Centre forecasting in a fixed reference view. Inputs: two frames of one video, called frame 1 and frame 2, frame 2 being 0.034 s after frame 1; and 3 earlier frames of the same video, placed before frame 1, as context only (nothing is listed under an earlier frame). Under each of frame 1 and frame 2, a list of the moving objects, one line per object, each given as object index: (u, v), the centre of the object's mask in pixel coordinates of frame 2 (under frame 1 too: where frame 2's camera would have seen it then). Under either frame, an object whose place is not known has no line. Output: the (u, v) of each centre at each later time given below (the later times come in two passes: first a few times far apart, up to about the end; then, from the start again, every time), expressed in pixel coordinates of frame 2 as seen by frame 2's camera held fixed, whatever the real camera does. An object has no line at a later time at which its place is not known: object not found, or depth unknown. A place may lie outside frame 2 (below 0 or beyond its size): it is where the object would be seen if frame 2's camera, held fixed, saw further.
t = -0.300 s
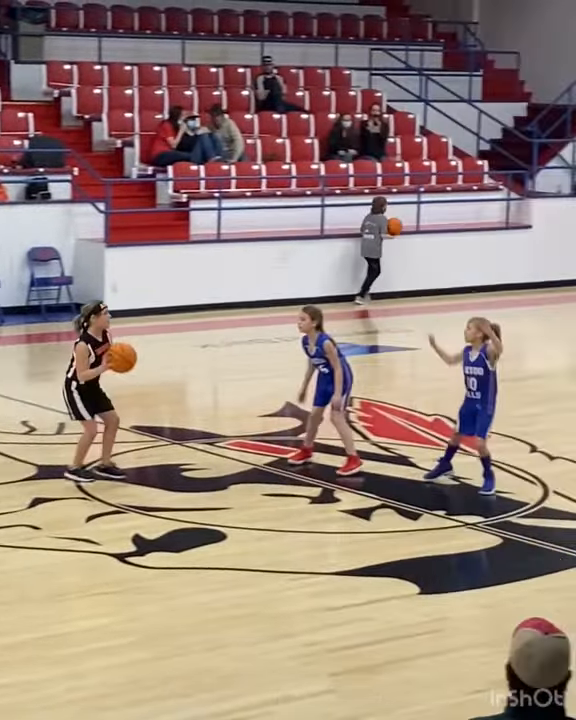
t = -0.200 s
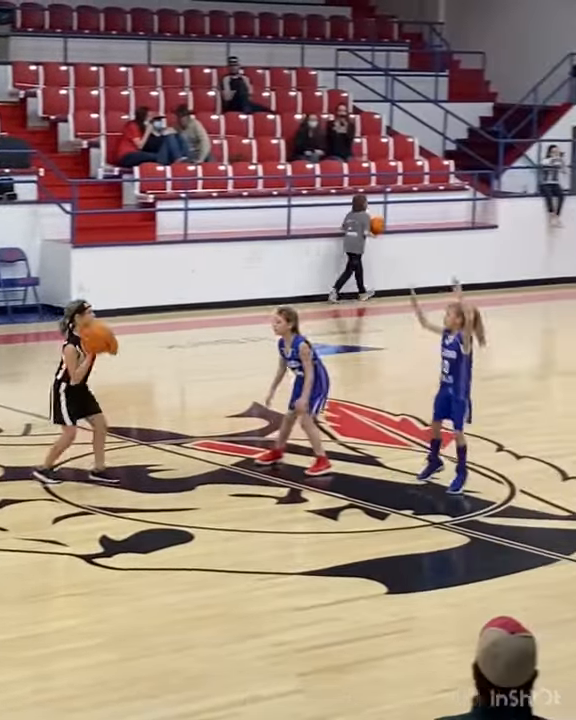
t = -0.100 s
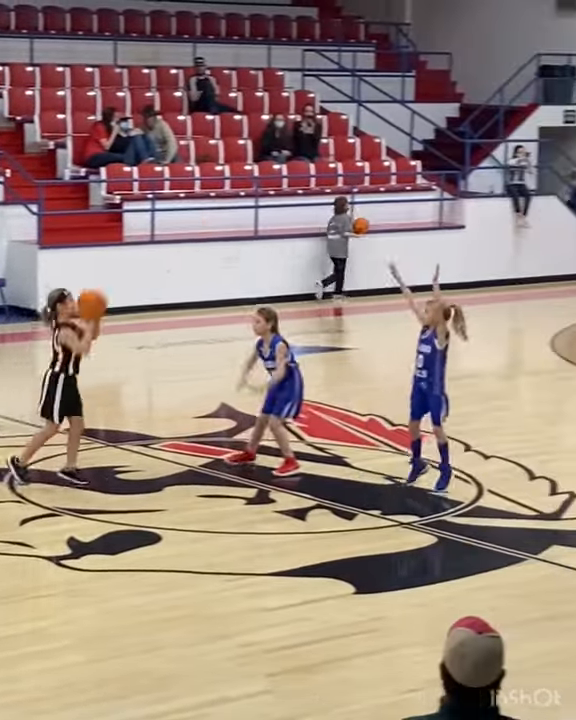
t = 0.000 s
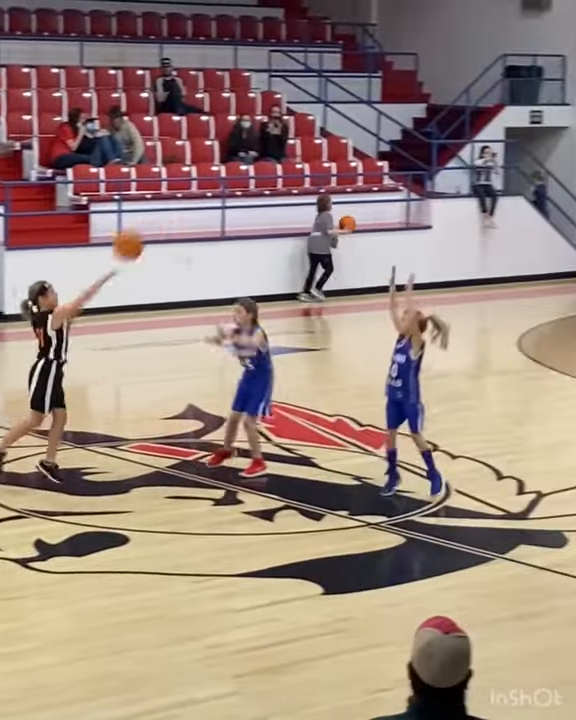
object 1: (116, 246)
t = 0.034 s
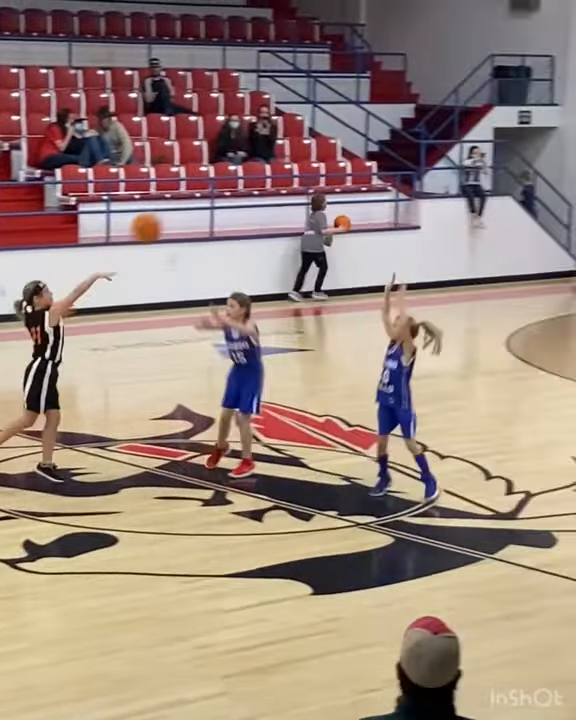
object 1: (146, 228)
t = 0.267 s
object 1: (345, 145)
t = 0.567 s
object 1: (587, 141)
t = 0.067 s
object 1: (174, 210)
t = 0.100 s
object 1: (202, 197)
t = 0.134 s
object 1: (231, 183)
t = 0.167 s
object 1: (259, 173)
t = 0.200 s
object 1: (289, 160)
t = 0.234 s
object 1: (317, 153)
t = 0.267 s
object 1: (345, 145)
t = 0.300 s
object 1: (372, 139)
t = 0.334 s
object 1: (399, 135)
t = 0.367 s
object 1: (427, 131)
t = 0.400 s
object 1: (453, 128)
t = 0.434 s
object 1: (481, 128)
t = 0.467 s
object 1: (507, 130)
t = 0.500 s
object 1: (534, 133)
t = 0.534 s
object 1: (560, 136)
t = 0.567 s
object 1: (587, 141)
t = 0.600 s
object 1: (613, 148)
